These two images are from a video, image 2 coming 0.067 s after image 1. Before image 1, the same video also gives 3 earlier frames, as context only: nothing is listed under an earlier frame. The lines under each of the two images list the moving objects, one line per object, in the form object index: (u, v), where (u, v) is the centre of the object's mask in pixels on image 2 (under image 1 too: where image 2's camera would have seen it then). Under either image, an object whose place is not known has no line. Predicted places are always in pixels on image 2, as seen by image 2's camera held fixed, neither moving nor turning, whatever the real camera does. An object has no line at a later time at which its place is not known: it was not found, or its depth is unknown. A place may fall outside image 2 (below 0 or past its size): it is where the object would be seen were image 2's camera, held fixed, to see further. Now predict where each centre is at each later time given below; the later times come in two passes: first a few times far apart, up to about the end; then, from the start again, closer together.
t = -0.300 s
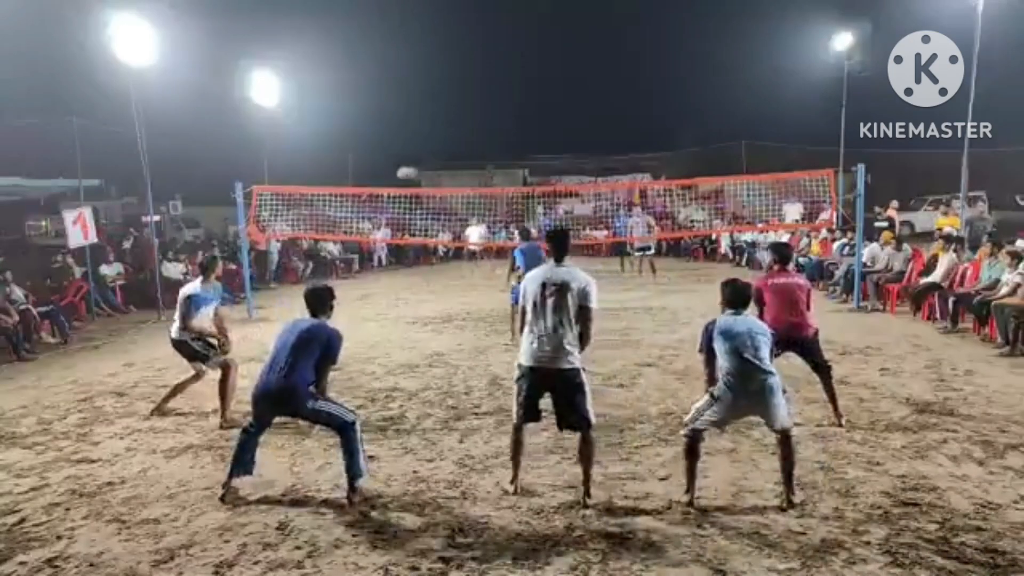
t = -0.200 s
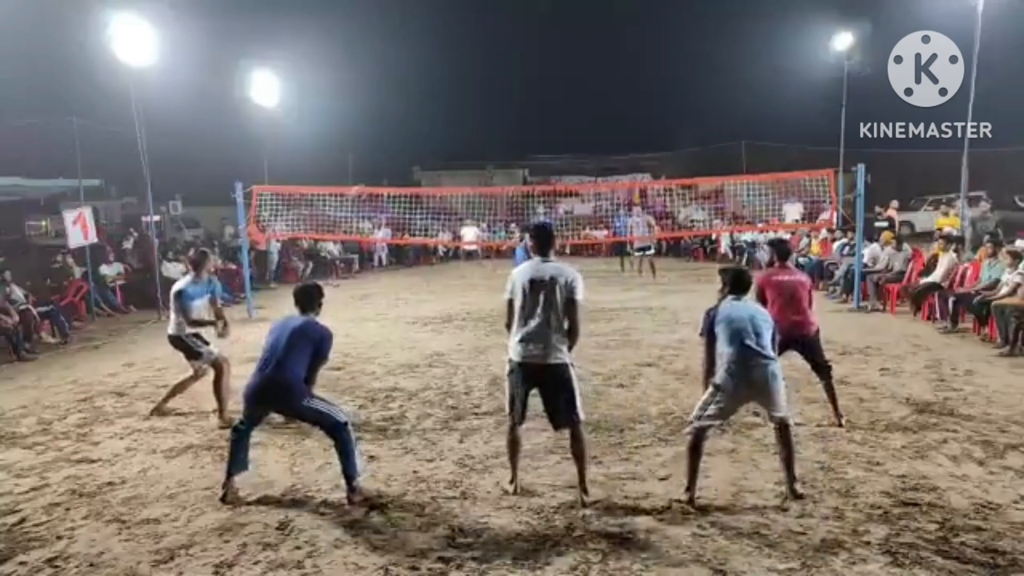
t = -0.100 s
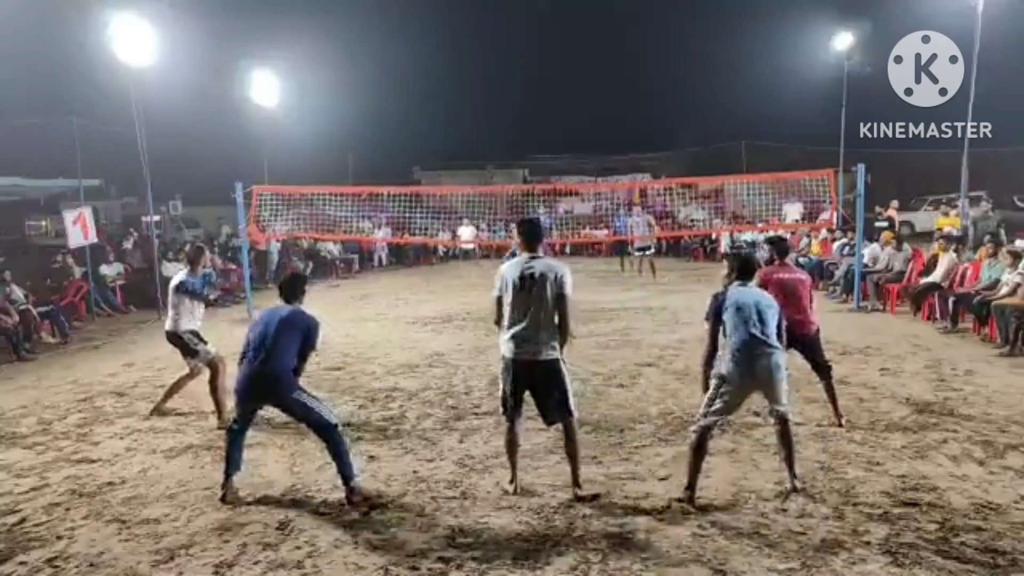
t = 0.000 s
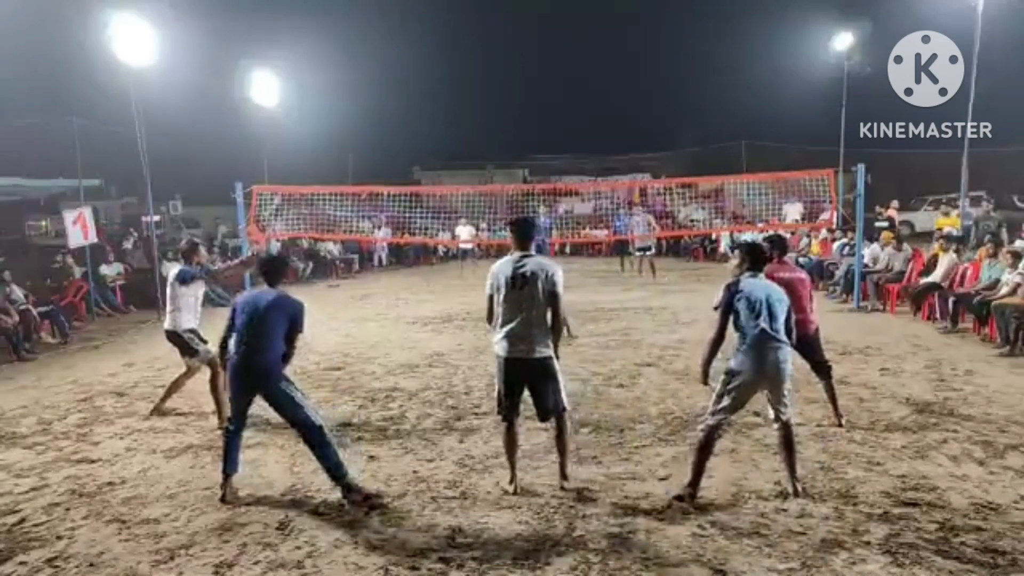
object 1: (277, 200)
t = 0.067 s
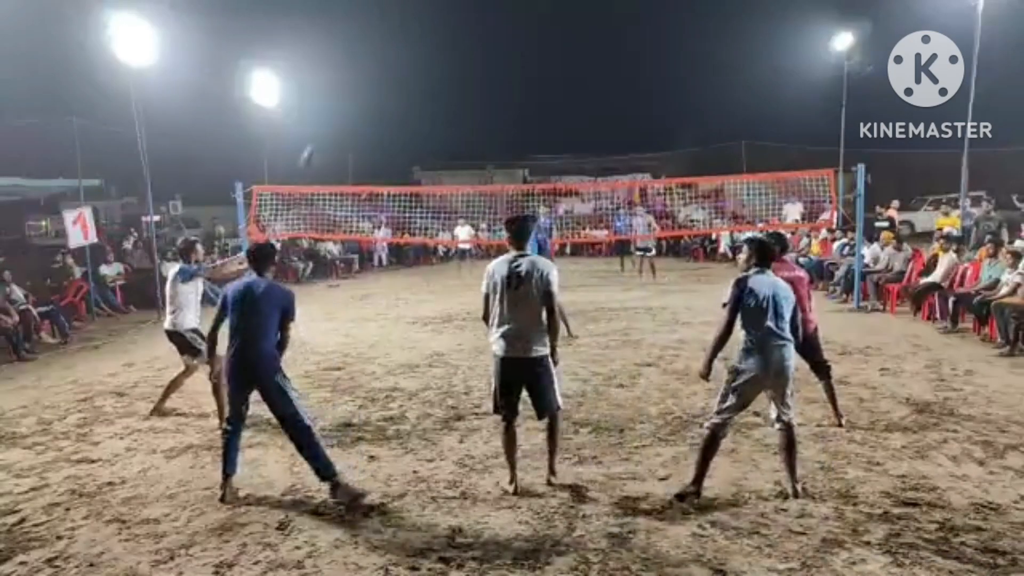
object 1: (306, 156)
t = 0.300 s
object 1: (392, 52)
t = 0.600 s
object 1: (463, 15)
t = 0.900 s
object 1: (511, 39)
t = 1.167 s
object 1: (542, 89)
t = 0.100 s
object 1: (318, 135)
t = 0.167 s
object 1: (350, 97)
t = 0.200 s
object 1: (362, 86)
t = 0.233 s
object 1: (372, 72)
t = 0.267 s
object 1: (382, 61)
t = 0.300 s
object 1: (392, 52)
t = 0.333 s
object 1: (402, 42)
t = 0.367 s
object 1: (411, 35)
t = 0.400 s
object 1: (419, 30)
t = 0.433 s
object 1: (427, 25)
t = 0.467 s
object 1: (435, 21)
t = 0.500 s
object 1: (442, 18)
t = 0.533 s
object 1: (450, 16)
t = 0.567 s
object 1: (457, 15)
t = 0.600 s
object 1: (463, 15)
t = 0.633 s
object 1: (469, 15)
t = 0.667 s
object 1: (475, 16)
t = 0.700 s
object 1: (481, 18)
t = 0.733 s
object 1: (486, 20)
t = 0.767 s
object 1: (492, 23)
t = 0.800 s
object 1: (497, 27)
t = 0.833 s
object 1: (502, 30)
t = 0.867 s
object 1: (507, 35)
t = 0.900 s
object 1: (511, 39)
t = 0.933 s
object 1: (516, 44)
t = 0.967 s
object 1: (520, 50)
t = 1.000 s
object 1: (524, 55)
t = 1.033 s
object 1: (528, 62)
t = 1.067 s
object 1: (532, 68)
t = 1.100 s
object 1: (535, 75)
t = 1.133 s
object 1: (539, 82)
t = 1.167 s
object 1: (542, 89)
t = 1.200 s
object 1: (545, 97)
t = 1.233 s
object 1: (549, 105)
